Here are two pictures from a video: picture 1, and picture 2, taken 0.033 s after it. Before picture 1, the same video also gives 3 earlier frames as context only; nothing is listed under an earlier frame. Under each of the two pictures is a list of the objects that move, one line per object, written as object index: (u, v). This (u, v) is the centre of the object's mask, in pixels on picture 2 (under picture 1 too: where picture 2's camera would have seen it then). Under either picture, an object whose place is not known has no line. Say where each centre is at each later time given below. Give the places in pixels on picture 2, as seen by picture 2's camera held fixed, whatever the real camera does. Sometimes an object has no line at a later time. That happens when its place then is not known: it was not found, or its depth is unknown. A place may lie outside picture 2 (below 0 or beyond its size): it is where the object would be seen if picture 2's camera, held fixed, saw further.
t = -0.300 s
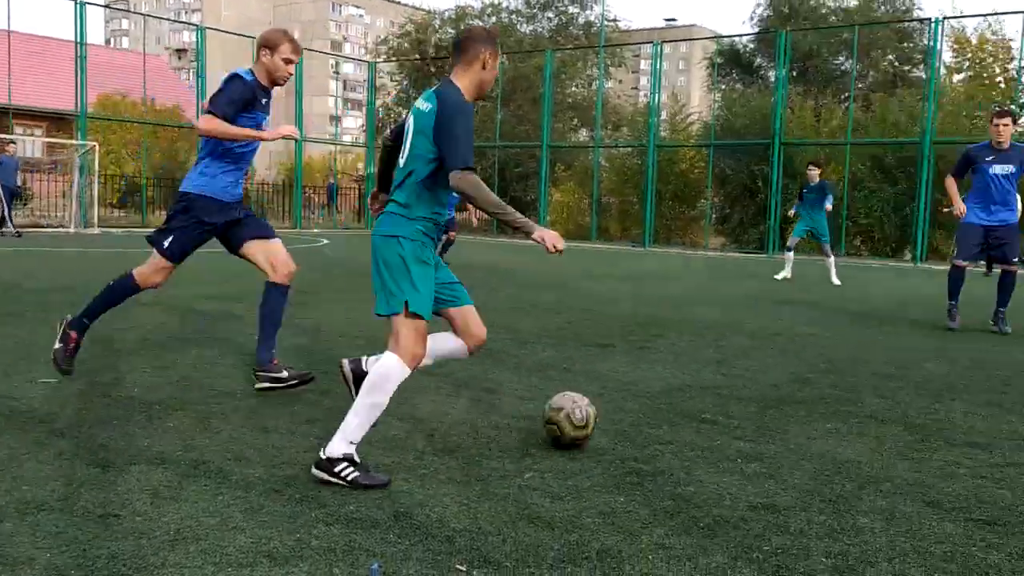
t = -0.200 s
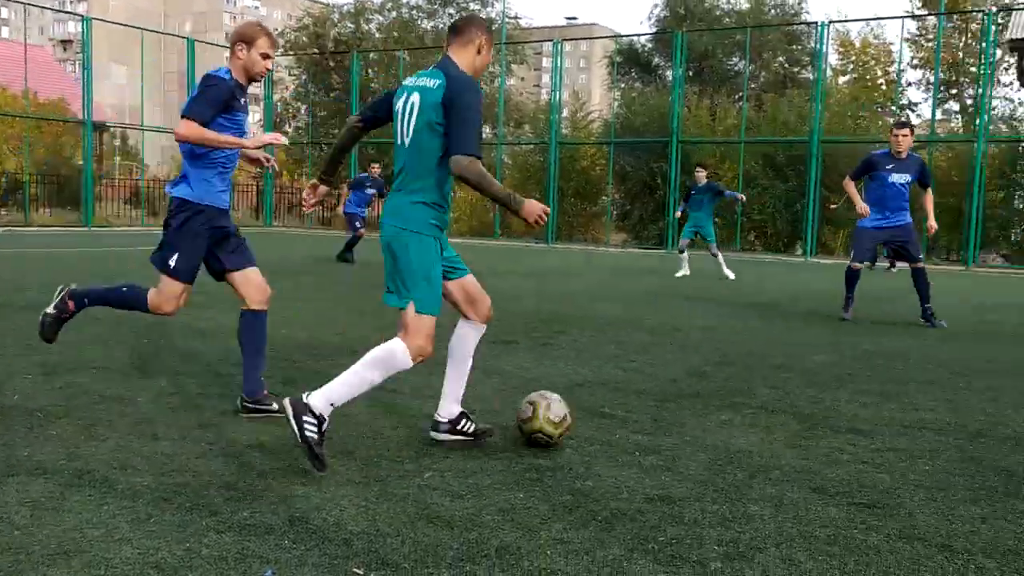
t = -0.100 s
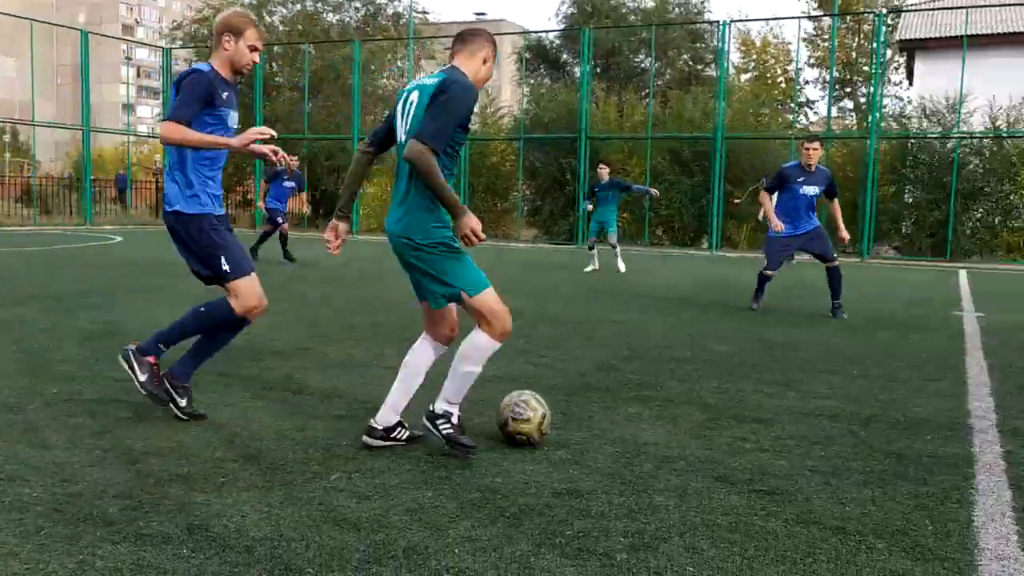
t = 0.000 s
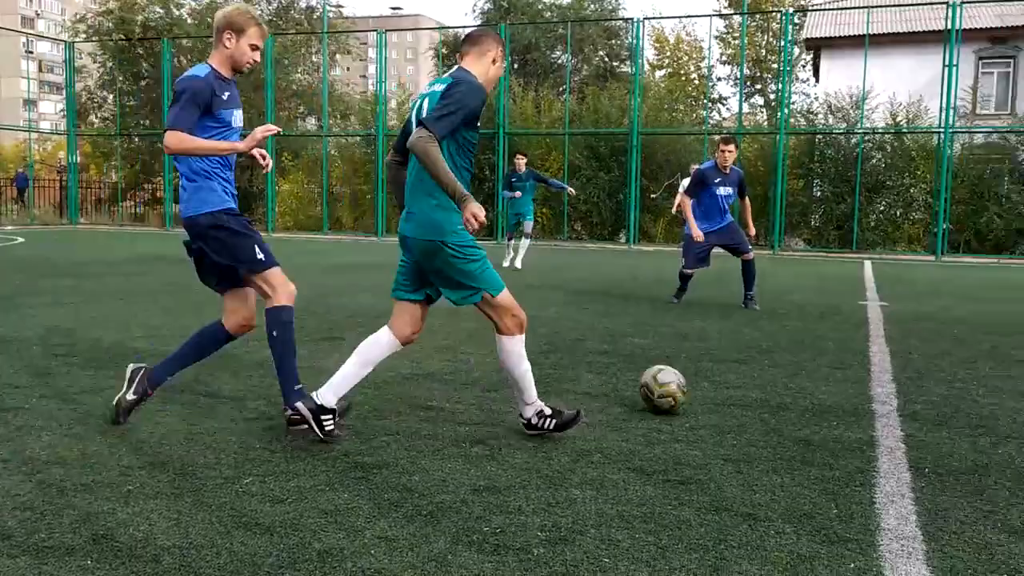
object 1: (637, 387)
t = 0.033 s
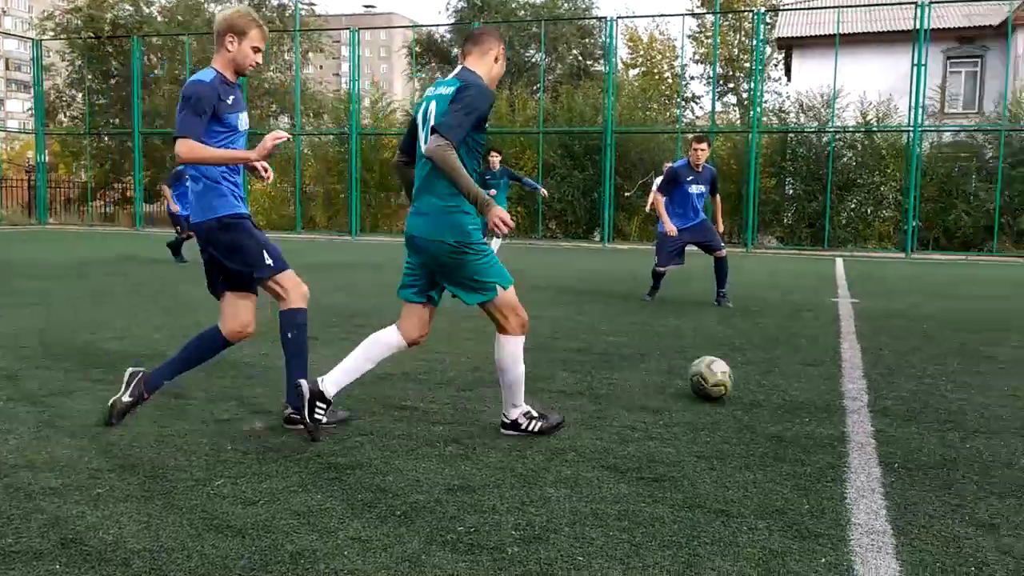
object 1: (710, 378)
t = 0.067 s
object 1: (772, 367)
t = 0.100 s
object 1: (827, 359)
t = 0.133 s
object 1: (876, 353)
